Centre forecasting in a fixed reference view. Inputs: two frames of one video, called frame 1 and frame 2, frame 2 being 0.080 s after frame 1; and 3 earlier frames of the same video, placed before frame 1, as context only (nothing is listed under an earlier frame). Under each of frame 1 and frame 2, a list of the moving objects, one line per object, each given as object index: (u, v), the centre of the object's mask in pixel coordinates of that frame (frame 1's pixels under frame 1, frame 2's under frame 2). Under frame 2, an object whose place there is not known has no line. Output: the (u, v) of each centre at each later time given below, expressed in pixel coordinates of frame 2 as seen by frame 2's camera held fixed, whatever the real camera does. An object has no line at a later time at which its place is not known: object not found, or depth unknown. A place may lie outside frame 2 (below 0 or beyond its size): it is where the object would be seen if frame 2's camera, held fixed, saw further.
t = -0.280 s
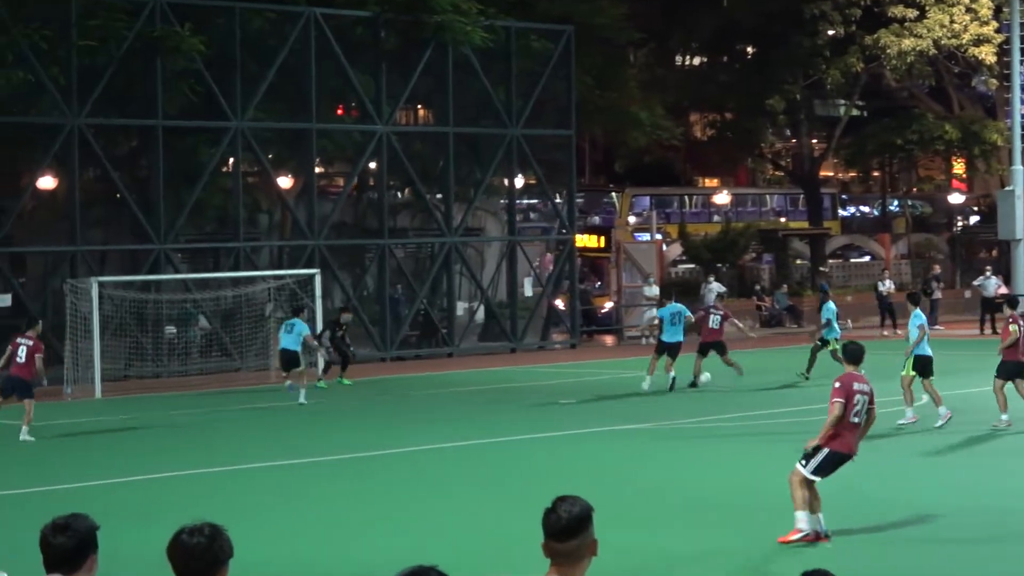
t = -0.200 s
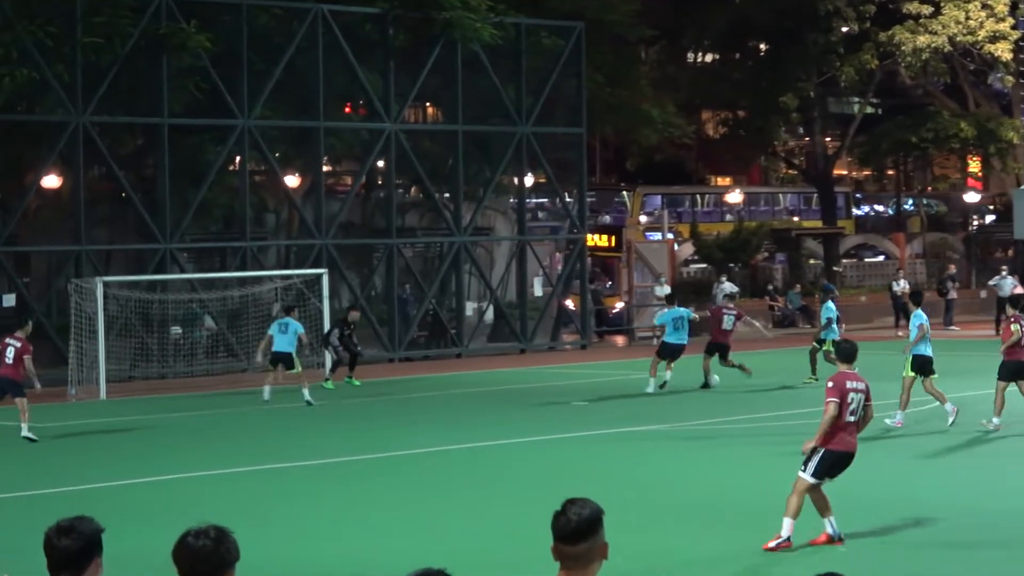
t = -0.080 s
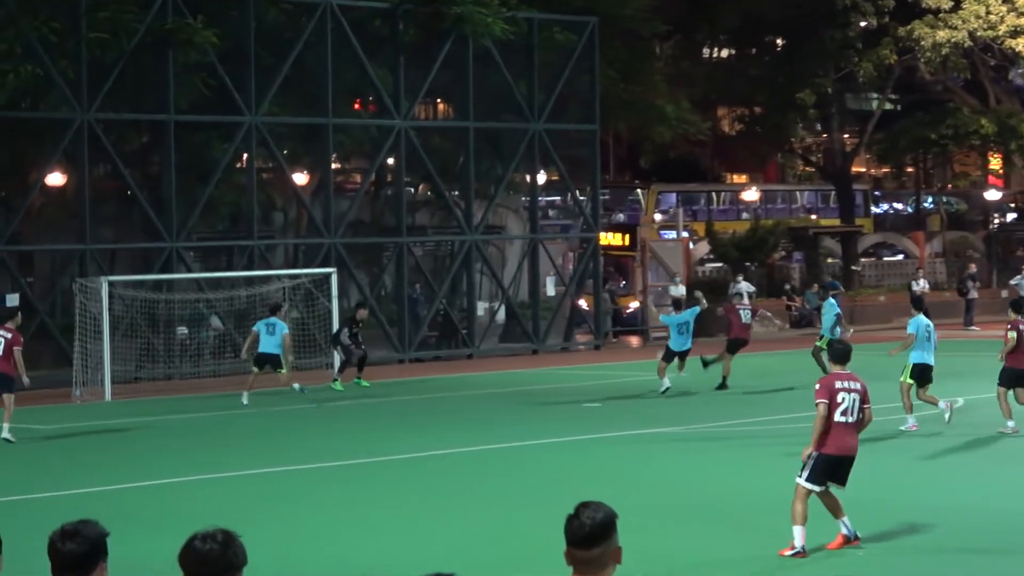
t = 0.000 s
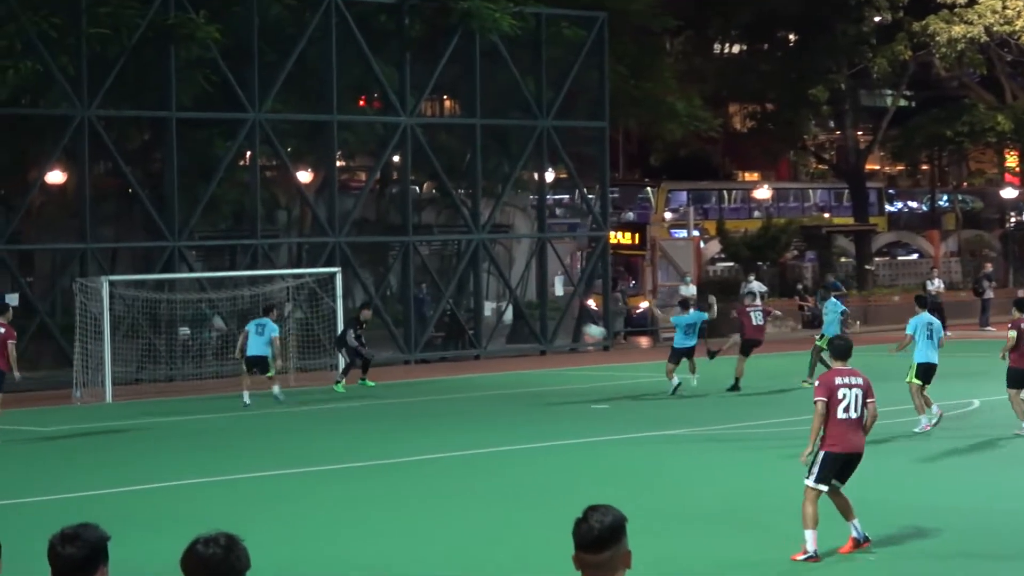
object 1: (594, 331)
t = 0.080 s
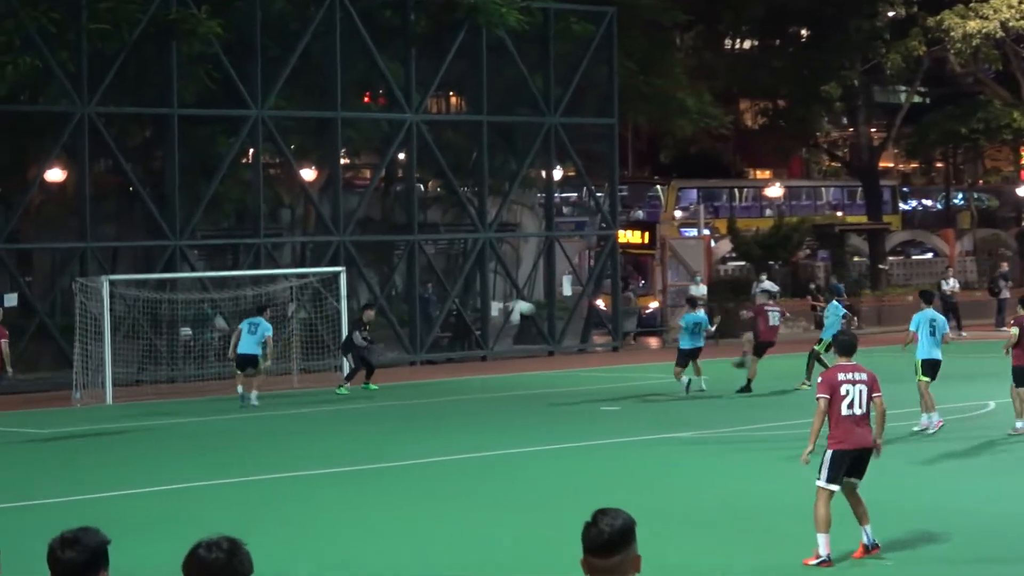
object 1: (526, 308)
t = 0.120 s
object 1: (490, 298)
